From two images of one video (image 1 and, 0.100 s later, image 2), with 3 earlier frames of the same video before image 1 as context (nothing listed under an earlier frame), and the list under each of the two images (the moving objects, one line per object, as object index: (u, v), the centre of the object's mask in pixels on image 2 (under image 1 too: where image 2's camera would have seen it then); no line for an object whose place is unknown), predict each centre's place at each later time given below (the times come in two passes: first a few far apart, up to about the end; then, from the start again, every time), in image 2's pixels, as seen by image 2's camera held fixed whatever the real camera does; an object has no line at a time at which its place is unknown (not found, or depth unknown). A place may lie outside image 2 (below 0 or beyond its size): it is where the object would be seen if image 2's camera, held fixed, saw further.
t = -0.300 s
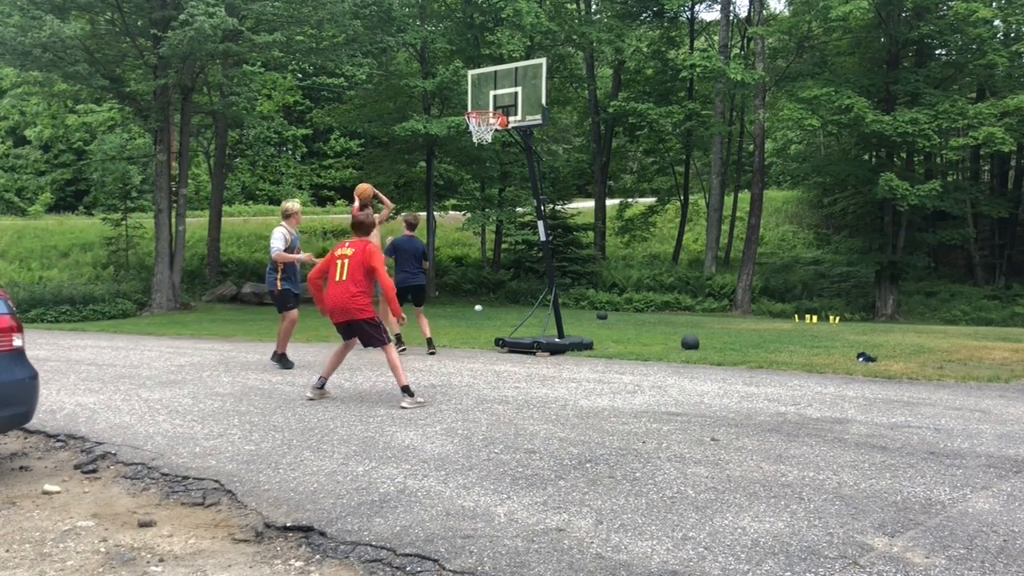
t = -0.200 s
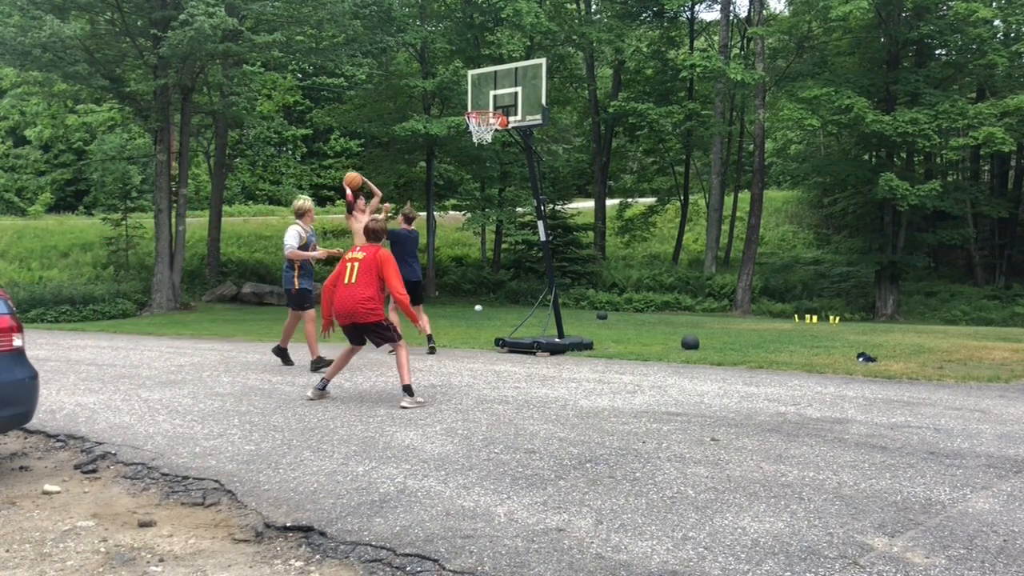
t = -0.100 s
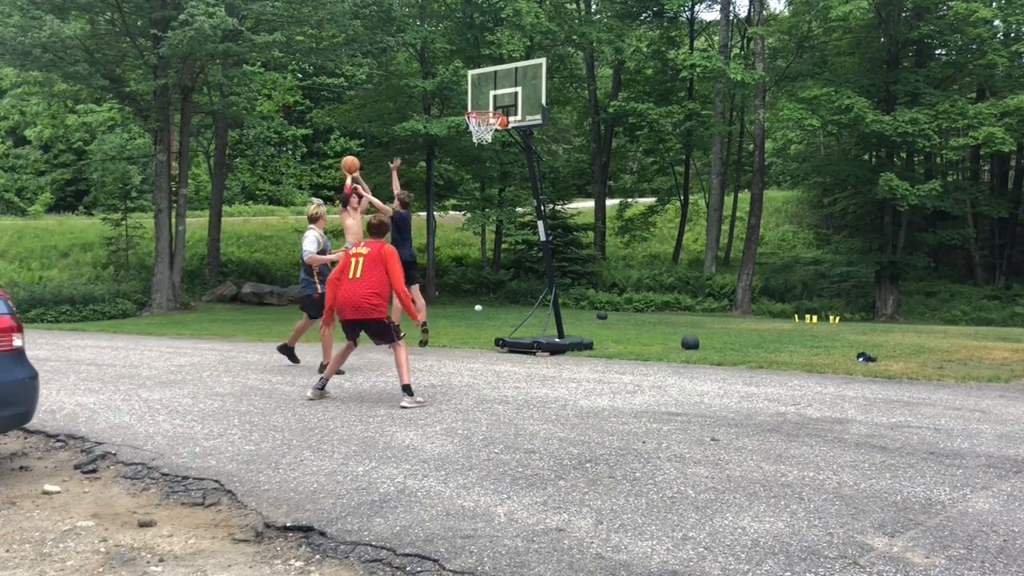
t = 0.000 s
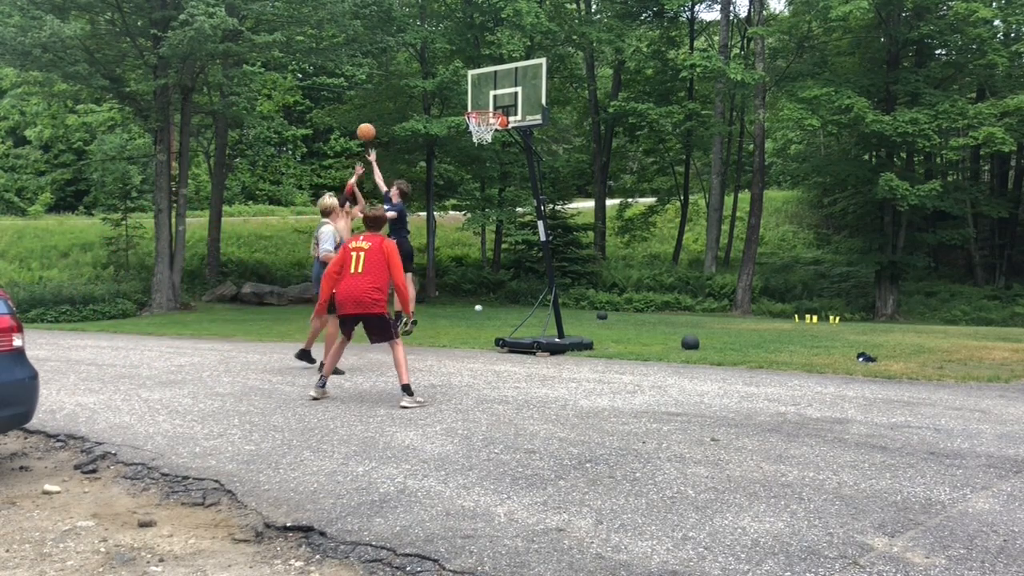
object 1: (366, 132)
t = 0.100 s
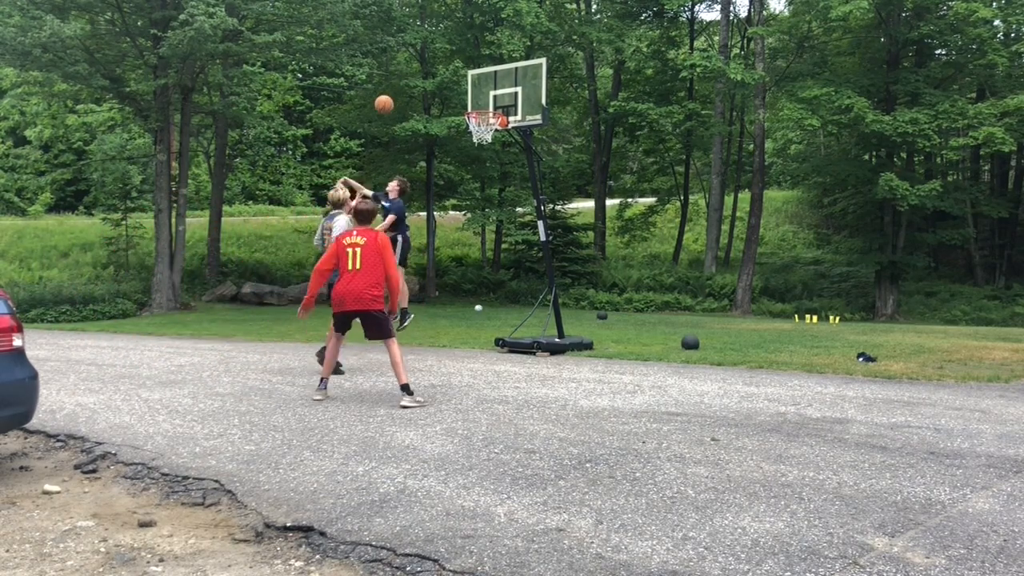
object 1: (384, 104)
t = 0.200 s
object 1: (402, 84)
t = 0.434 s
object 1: (444, 64)
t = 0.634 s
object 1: (480, 80)
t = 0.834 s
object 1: (494, 101)
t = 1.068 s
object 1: (474, 91)
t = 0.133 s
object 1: (390, 97)
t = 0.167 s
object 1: (396, 90)
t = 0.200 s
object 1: (402, 84)
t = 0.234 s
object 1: (407, 78)
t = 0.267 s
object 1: (414, 74)
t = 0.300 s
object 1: (419, 70)
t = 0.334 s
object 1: (426, 68)
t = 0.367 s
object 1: (431, 66)
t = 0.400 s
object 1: (438, 64)
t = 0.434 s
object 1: (444, 64)
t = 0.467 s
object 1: (450, 65)
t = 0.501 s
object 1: (456, 66)
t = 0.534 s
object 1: (462, 67)
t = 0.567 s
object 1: (467, 70)
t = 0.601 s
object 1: (474, 74)
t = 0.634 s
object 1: (480, 80)
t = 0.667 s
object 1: (486, 85)
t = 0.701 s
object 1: (491, 90)
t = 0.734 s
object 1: (493, 96)
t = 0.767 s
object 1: (496, 102)
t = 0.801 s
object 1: (496, 105)
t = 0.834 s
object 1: (494, 101)
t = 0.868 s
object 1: (491, 96)
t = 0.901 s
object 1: (489, 93)
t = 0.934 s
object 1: (485, 91)
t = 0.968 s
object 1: (482, 90)
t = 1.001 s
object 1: (480, 89)
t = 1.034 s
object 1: (477, 90)
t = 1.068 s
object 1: (474, 91)
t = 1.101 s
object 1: (471, 93)
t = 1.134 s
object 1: (467, 96)
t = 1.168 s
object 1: (464, 100)
